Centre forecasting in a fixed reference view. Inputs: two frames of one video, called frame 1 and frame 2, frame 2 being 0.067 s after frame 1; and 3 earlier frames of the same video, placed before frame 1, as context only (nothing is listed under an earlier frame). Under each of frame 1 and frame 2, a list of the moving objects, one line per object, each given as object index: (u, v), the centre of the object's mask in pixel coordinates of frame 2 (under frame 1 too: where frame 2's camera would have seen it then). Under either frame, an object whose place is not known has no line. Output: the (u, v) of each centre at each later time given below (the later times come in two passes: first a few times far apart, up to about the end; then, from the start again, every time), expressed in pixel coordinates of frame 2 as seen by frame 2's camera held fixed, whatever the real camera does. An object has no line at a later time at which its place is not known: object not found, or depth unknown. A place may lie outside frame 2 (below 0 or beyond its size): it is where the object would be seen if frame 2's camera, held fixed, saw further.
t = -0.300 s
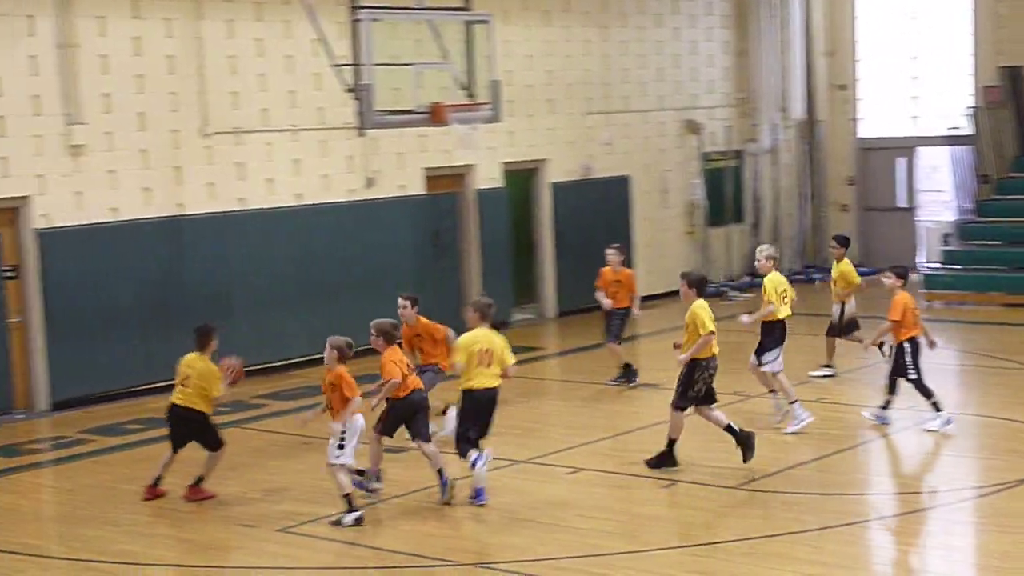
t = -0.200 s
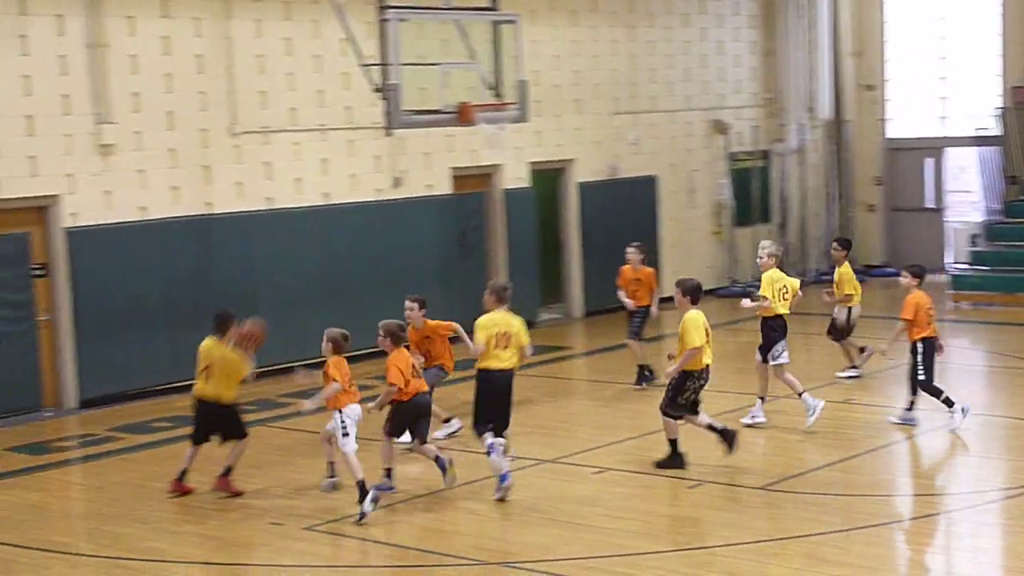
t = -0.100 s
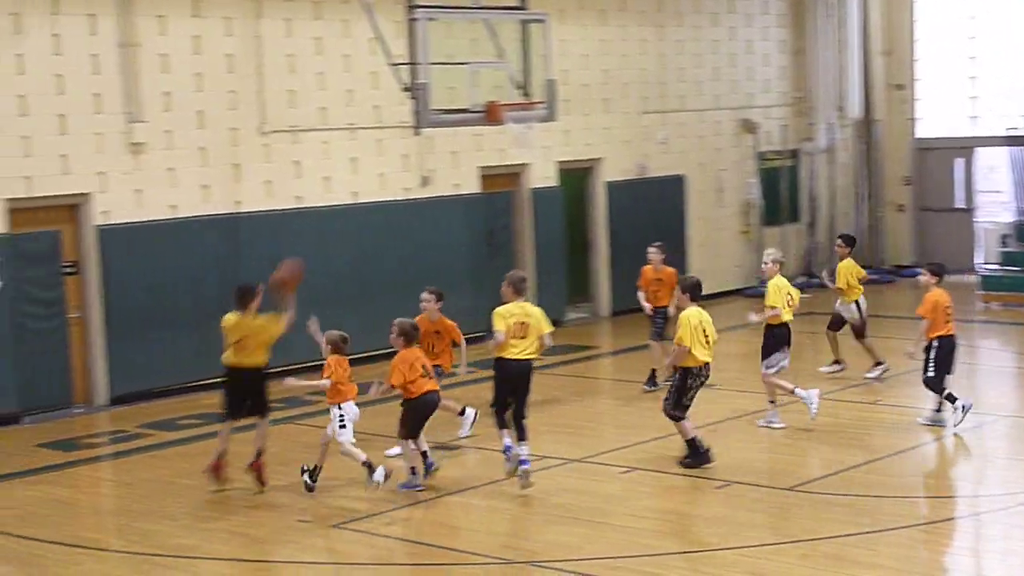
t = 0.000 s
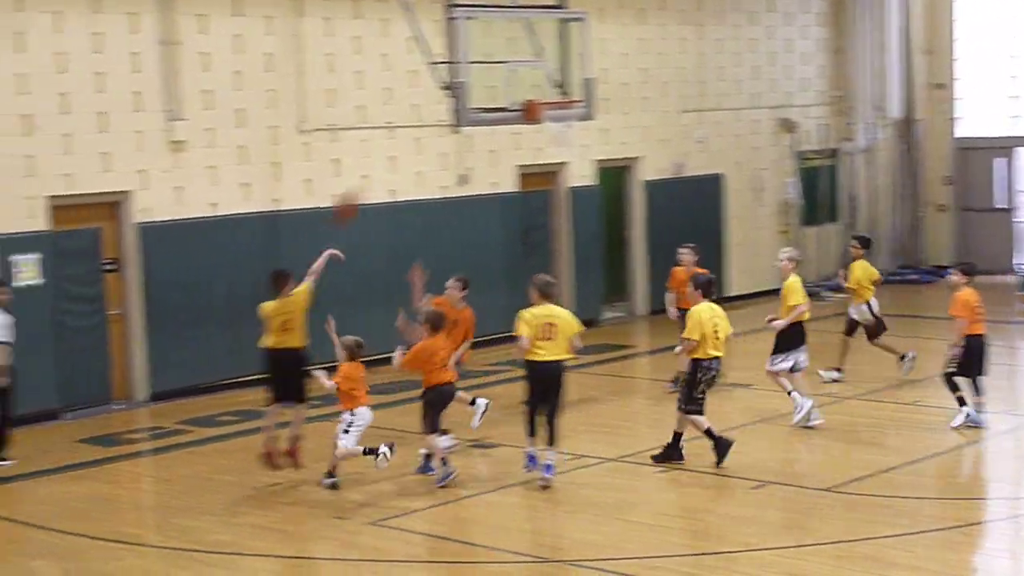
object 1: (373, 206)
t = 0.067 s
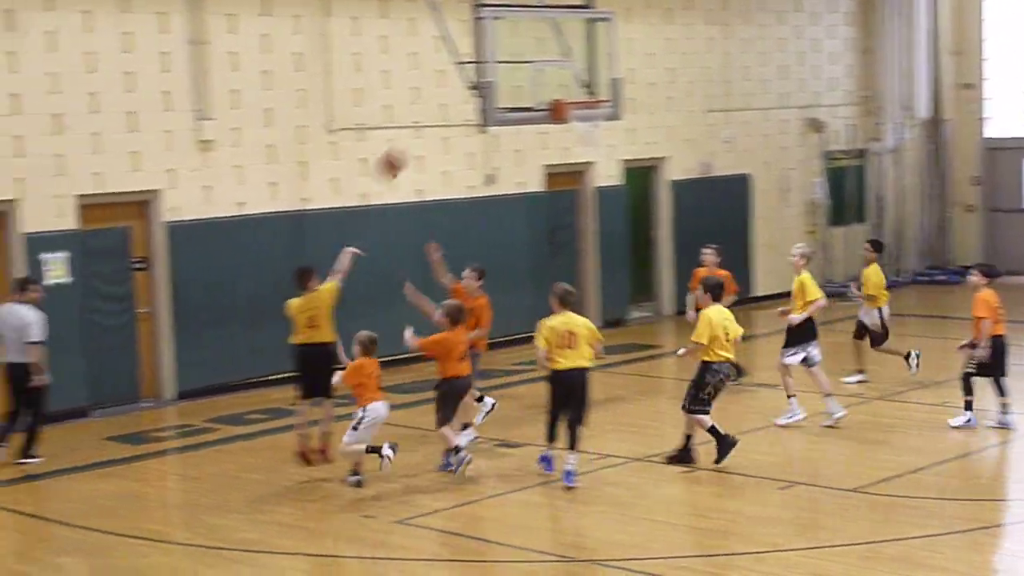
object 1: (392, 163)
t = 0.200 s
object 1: (424, 98)
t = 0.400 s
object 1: (472, 47)
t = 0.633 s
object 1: (524, 42)
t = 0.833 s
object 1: (565, 80)
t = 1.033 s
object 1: (614, 81)
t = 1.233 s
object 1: (650, 79)
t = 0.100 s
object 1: (399, 146)
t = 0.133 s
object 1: (409, 126)
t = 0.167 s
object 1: (416, 112)
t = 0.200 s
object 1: (424, 98)
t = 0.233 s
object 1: (432, 85)
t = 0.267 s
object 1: (440, 75)
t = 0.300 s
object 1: (447, 66)
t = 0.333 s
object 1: (456, 58)
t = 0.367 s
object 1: (464, 51)
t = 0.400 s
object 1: (472, 47)
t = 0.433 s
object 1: (480, 41)
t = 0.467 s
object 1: (487, 38)
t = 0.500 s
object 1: (495, 37)
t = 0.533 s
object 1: (501, 37)
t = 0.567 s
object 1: (509, 38)
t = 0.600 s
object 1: (516, 39)
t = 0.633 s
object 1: (524, 42)
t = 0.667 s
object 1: (531, 45)
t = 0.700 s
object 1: (538, 50)
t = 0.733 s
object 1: (545, 58)
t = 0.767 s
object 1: (552, 66)
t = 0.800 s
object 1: (559, 73)
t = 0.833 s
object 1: (565, 80)
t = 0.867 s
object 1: (573, 91)
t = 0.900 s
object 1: (583, 91)
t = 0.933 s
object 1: (591, 90)
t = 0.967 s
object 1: (602, 89)
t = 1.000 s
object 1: (608, 85)
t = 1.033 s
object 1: (614, 81)
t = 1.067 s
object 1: (620, 78)
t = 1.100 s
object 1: (627, 76)
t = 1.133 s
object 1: (632, 75)
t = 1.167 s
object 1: (638, 75)
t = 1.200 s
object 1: (644, 76)
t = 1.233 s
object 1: (650, 79)
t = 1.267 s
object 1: (656, 83)
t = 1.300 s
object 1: (662, 87)
